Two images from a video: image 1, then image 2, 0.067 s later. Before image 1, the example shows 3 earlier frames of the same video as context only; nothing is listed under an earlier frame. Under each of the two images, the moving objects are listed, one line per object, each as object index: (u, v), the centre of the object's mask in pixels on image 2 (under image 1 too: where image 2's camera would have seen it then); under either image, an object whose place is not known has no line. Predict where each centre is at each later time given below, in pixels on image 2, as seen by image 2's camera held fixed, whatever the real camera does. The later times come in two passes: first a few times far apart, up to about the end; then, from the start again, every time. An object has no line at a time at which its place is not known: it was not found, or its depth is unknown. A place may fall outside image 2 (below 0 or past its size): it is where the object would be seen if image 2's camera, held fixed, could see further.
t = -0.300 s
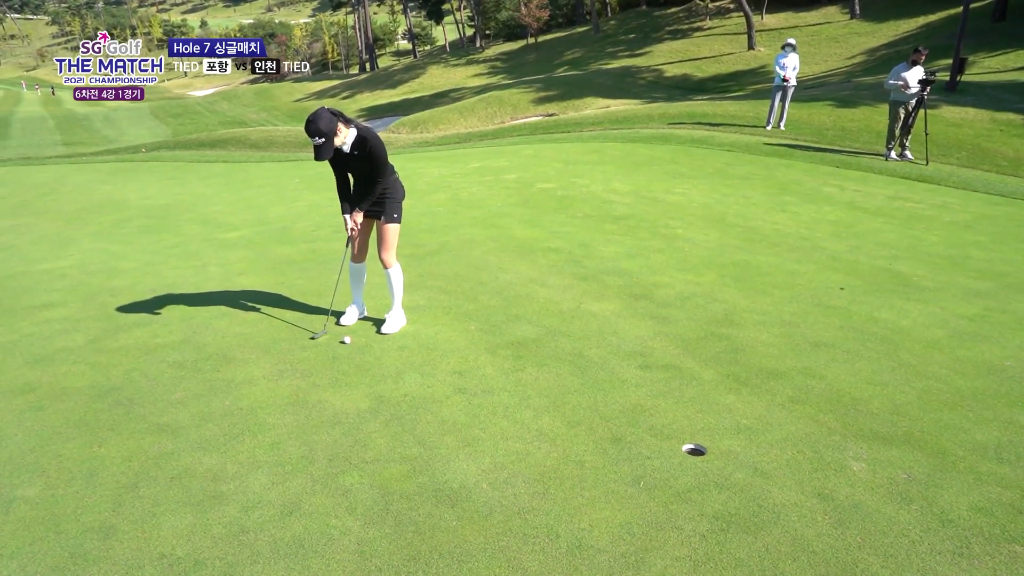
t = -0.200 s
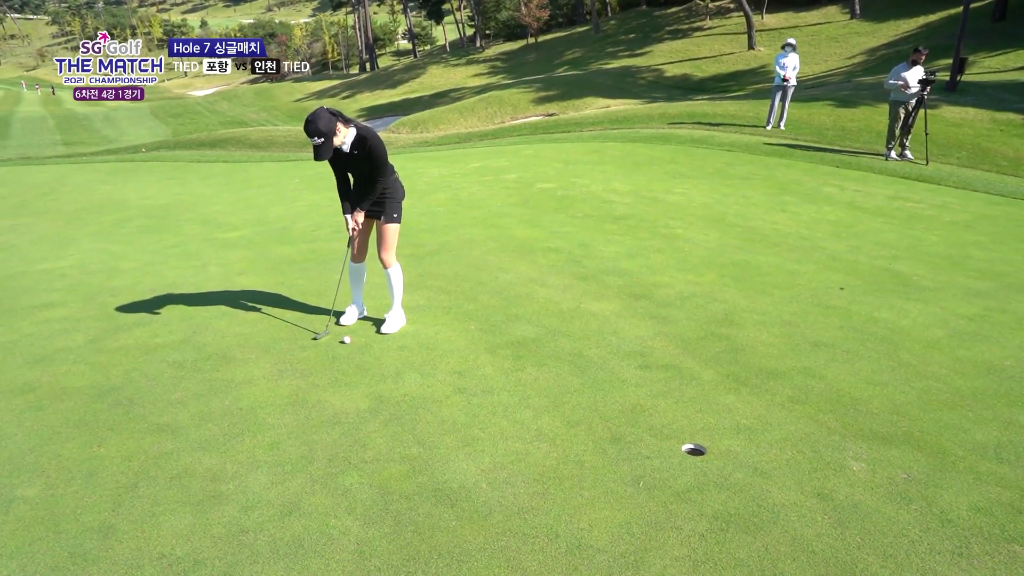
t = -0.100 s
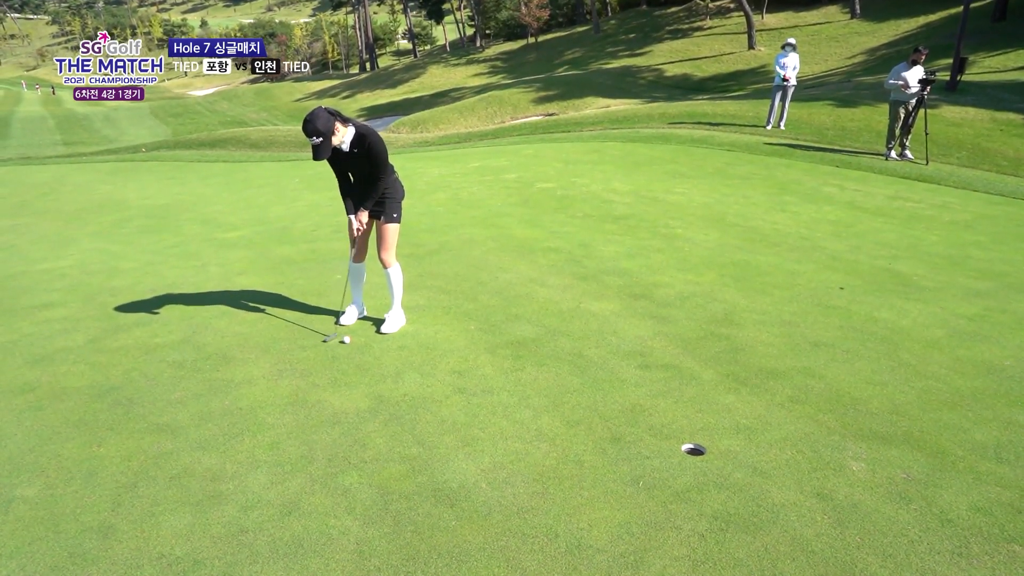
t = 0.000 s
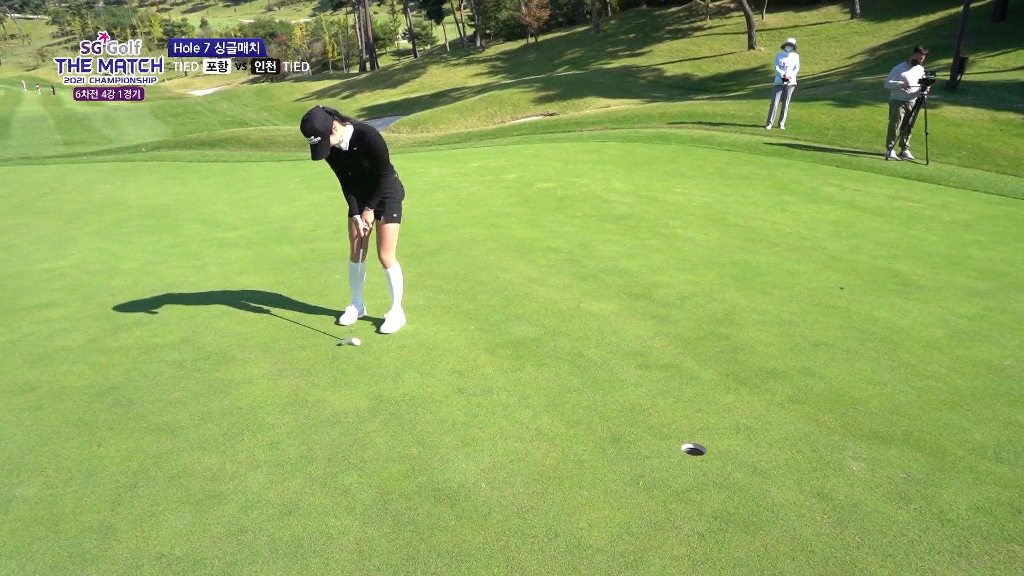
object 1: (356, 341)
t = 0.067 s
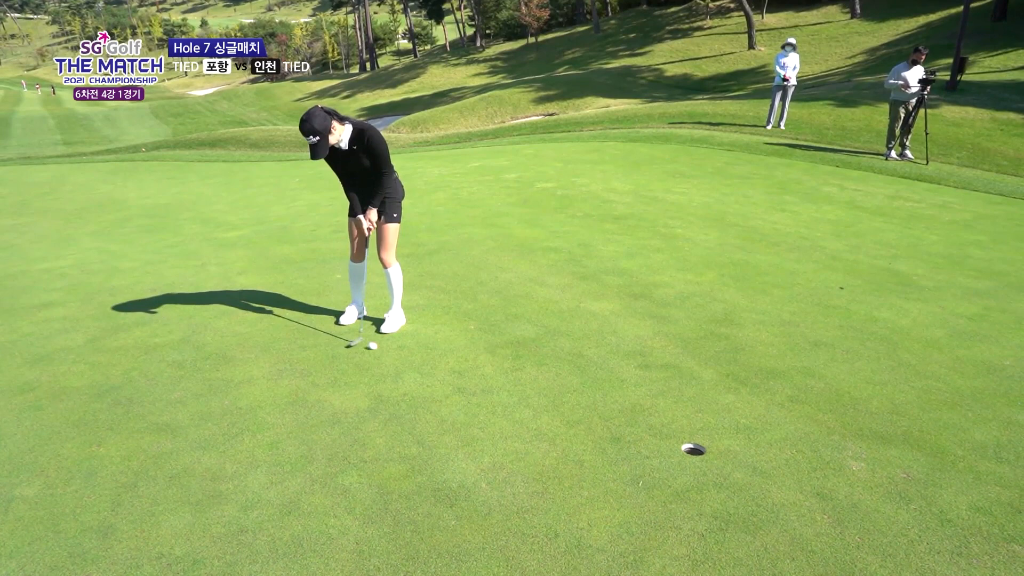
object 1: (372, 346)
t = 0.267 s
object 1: (414, 357)
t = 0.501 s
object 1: (463, 372)
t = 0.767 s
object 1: (520, 390)
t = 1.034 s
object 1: (579, 409)
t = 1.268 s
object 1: (632, 427)
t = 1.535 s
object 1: (691, 450)
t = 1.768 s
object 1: (737, 446)
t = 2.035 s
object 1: (784, 445)
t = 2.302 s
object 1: (828, 447)
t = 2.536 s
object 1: (865, 450)
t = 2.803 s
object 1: (904, 455)
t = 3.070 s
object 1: (940, 462)
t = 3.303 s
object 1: (970, 468)
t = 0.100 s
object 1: (379, 348)
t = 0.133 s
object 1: (386, 349)
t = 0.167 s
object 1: (393, 351)
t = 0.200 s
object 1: (400, 353)
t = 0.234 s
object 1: (407, 355)
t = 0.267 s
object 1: (414, 357)
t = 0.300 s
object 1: (421, 359)
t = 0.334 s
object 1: (428, 361)
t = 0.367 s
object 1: (435, 363)
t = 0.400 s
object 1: (442, 365)
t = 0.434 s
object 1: (450, 367)
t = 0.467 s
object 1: (456, 370)
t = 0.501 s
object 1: (463, 372)
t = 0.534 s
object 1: (470, 374)
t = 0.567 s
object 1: (477, 376)
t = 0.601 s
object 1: (485, 378)
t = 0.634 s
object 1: (492, 380)
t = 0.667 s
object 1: (499, 383)
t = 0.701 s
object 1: (506, 385)
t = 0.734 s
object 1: (513, 387)
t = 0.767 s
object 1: (520, 390)
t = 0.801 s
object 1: (528, 392)
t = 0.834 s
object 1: (535, 394)
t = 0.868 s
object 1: (543, 397)
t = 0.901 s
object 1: (550, 399)
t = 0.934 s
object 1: (557, 402)
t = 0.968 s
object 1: (564, 404)
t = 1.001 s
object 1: (572, 407)
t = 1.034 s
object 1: (579, 409)
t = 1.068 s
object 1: (587, 412)
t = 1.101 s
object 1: (594, 414)
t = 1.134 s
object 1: (601, 417)
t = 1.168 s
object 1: (608, 420)
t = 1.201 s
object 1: (617, 422)
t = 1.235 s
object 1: (624, 424)
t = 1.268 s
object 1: (632, 427)
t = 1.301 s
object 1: (639, 430)
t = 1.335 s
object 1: (647, 432)
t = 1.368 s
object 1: (654, 435)
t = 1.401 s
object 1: (662, 438)
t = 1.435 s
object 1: (670, 440)
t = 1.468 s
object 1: (677, 443)
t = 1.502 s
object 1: (686, 447)
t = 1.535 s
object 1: (691, 450)
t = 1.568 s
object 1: (700, 450)
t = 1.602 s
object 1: (707, 448)
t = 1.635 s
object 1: (713, 448)
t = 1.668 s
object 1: (719, 447)
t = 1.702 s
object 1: (725, 447)
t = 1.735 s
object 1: (731, 446)
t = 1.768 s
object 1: (737, 446)
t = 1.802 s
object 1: (743, 446)
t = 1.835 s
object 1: (748, 445)
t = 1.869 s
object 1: (755, 445)
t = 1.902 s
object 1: (761, 445)
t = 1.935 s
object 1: (766, 445)
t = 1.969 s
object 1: (772, 445)
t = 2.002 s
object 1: (778, 445)
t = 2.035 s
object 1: (784, 445)
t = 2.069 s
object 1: (789, 445)
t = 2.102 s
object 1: (795, 445)
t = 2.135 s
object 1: (801, 445)
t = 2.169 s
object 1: (806, 445)
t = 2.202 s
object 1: (812, 445)
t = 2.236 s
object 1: (817, 446)
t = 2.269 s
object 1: (823, 446)
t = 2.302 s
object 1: (828, 447)
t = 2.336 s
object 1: (834, 447)
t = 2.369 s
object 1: (839, 448)
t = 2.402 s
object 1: (845, 448)
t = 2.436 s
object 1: (849, 448)
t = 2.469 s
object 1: (855, 449)
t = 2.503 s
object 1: (859, 450)
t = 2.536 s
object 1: (865, 450)
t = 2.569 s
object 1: (869, 451)
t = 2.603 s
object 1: (875, 451)
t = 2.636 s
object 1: (879, 452)
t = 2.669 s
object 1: (885, 453)
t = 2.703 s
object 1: (889, 453)
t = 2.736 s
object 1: (895, 454)
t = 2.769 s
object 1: (899, 455)
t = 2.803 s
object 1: (904, 455)
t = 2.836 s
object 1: (908, 456)
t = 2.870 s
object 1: (913, 457)
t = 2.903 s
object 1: (917, 458)
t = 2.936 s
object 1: (922, 459)
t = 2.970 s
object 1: (927, 460)
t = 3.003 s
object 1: (932, 460)
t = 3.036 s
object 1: (935, 461)
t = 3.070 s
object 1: (940, 462)
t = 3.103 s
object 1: (944, 463)
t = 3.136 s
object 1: (948, 464)
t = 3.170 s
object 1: (953, 465)
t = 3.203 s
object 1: (957, 466)
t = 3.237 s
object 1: (961, 467)
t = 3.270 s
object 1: (966, 467)
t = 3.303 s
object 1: (970, 468)
